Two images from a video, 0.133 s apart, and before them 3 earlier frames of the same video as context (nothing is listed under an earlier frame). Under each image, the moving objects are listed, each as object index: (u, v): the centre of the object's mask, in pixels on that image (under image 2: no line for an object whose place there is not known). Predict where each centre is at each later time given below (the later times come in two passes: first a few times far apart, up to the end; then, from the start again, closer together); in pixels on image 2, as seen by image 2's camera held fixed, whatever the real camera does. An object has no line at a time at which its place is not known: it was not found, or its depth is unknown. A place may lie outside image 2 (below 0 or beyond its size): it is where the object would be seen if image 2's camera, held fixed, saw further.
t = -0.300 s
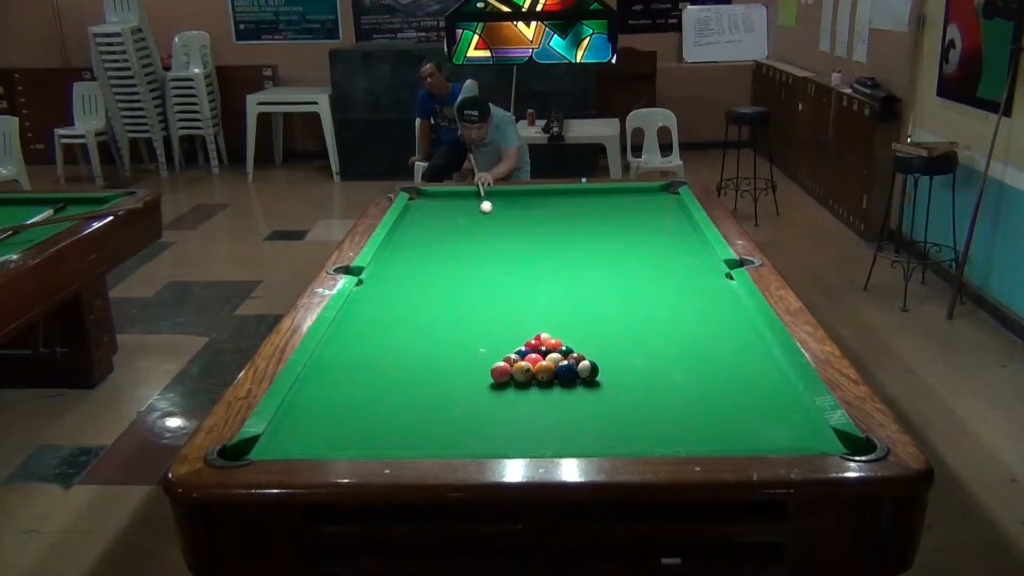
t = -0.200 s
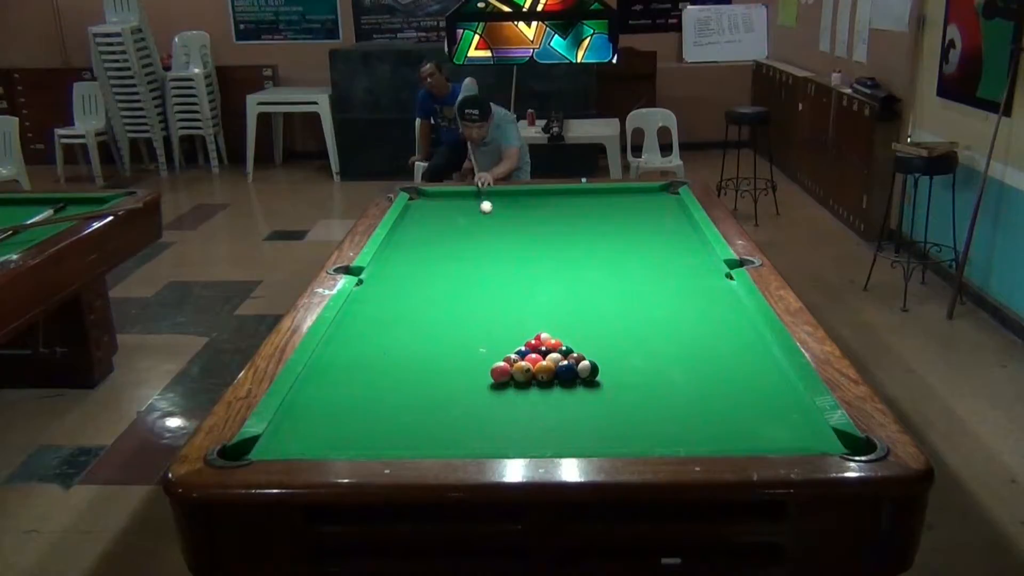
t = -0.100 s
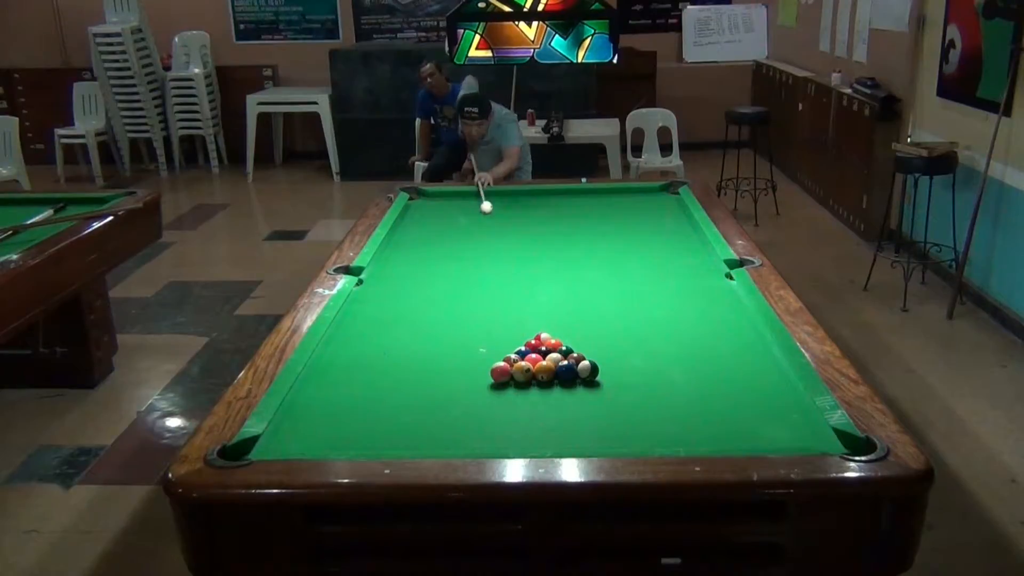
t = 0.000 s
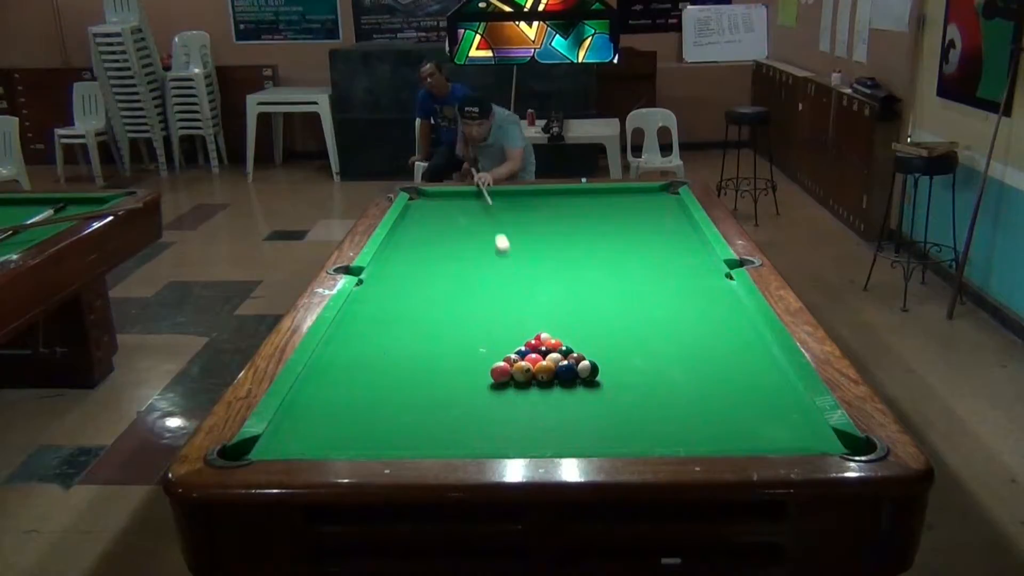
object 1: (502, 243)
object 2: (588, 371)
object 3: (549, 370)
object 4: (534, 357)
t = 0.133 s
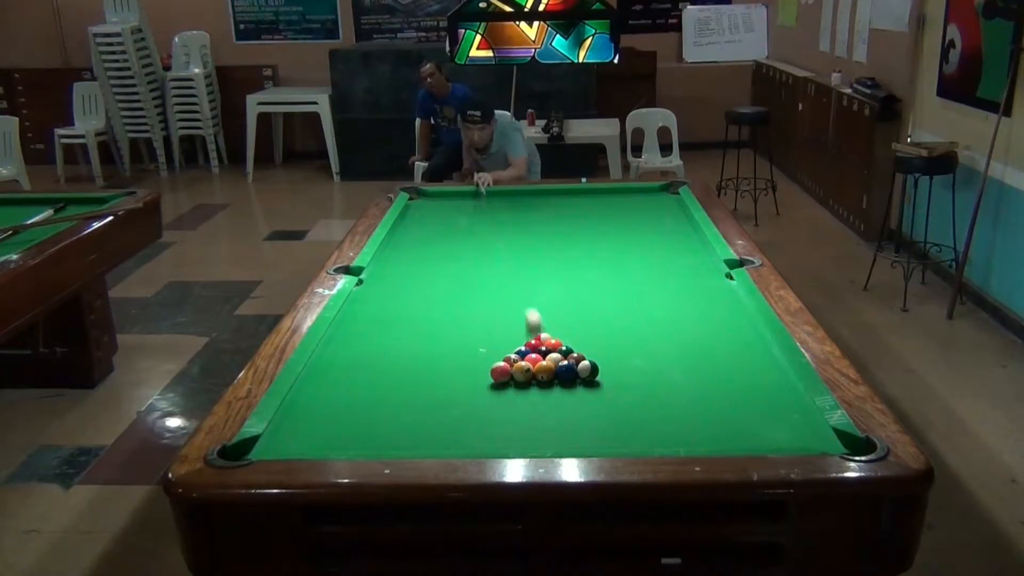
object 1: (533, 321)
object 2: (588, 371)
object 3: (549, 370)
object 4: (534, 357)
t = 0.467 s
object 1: (501, 318)
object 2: (727, 427)
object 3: (558, 440)
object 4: (491, 384)
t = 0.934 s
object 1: (462, 308)
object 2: (772, 366)
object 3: (562, 402)
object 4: (429, 412)
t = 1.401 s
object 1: (429, 299)
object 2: (703, 325)
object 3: (574, 387)
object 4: (365, 440)
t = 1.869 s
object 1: (402, 291)
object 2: (651, 294)
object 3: (584, 383)
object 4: (323, 441)
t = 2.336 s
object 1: (379, 285)
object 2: (610, 270)
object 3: (590, 381)
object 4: (299, 432)
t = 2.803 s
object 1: (368, 279)
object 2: (577, 250)
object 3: (591, 380)
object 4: (282, 425)
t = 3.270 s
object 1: (379, 275)
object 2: (552, 235)
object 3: (590, 380)
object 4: (291, 422)
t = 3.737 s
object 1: (385, 272)
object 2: (529, 222)
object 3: (590, 380)
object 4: (293, 422)
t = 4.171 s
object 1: (388, 271)
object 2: (511, 210)
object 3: (590, 380)
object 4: (292, 421)
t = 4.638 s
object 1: (389, 270)
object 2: (494, 201)
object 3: (590, 380)
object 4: (292, 422)
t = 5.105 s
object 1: (389, 270)
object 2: (481, 194)
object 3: (590, 380)
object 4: (292, 422)
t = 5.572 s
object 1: (389, 270)
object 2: (471, 196)
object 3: (590, 380)
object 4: (292, 422)
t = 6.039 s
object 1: (389, 270)
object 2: (463, 199)
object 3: (590, 380)
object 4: (292, 422)
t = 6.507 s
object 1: (389, 270)
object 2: (457, 201)
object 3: (590, 380)
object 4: (292, 422)
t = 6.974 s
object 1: (389, 270)
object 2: (453, 202)
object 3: (590, 380)
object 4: (292, 422)
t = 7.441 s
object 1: (389, 270)
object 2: (451, 203)
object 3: (590, 380)
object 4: (292, 422)
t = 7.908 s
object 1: (389, 270)
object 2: (452, 203)
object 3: (590, 380)
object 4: (292, 422)
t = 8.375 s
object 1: (389, 270)
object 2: (452, 203)
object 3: (590, 381)
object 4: (292, 422)
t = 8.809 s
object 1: (389, 270)
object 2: (452, 203)
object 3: (590, 380)
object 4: (292, 422)
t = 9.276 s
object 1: (389, 270)
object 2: (451, 203)
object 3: (590, 380)
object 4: (292, 422)
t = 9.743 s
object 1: (389, 270)
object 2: (452, 203)
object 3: (590, 380)
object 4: (292, 422)
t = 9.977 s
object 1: (389, 270)
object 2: (452, 203)
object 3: (590, 380)
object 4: (292, 422)
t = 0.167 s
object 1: (536, 329)
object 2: (596, 375)
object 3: (550, 373)
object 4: (532, 361)
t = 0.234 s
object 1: (527, 326)
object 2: (635, 400)
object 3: (548, 391)
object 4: (522, 368)
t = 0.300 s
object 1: (519, 324)
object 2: (674, 423)
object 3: (551, 406)
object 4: (513, 374)
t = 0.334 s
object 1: (514, 322)
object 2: (694, 436)
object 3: (552, 413)
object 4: (509, 375)
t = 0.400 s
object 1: (507, 320)
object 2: (716, 437)
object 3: (555, 427)
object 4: (500, 380)
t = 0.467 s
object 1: (501, 318)
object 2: (727, 427)
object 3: (558, 440)
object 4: (491, 384)
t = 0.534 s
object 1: (495, 317)
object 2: (737, 417)
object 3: (559, 440)
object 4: (483, 387)
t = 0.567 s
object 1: (492, 316)
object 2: (742, 413)
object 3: (559, 438)
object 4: (478, 389)
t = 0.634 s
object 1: (486, 314)
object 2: (751, 403)
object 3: (560, 431)
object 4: (469, 393)
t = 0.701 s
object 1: (481, 313)
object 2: (760, 394)
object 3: (560, 424)
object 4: (461, 398)
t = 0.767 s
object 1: (475, 311)
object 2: (768, 385)
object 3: (561, 417)
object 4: (452, 402)
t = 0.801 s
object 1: (472, 311)
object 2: (772, 381)
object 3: (561, 414)
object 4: (447, 404)
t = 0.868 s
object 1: (467, 309)
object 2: (780, 373)
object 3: (561, 408)
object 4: (438, 408)
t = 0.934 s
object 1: (462, 308)
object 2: (772, 366)
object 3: (562, 402)
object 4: (429, 412)
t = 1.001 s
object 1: (457, 306)
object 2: (761, 360)
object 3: (562, 396)
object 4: (420, 416)
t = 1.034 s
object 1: (455, 306)
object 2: (755, 356)
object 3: (562, 393)
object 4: (416, 418)
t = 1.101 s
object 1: (450, 304)
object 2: (745, 350)
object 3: (563, 390)
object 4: (406, 422)
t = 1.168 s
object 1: (445, 303)
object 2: (735, 345)
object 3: (566, 390)
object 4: (397, 426)
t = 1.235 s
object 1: (440, 302)
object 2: (725, 339)
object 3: (569, 389)
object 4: (388, 430)
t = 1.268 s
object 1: (438, 301)
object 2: (721, 336)
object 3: (570, 388)
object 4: (383, 432)
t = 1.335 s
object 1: (434, 300)
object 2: (712, 330)
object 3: (572, 388)
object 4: (374, 435)
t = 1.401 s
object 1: (429, 299)
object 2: (703, 325)
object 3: (574, 387)
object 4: (365, 440)
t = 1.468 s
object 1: (425, 298)
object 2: (695, 320)
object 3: (575, 386)
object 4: (356, 442)
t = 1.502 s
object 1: (423, 297)
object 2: (691, 318)
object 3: (576, 386)
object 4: (351, 443)
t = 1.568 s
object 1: (419, 296)
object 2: (682, 314)
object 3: (578, 385)
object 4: (342, 445)
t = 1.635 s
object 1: (415, 295)
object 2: (675, 309)
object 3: (580, 385)
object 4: (338, 444)
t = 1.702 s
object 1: (411, 294)
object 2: (668, 305)
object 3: (581, 384)
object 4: (334, 443)
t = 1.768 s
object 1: (407, 293)
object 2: (661, 300)
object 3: (583, 384)
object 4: (329, 442)
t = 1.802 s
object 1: (405, 292)
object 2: (658, 299)
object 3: (583, 383)
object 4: (327, 442)
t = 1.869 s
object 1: (402, 291)
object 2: (651, 294)
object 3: (584, 383)
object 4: (323, 441)
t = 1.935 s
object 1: (398, 290)
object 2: (645, 291)
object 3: (586, 383)
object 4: (319, 440)
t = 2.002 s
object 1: (395, 289)
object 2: (638, 287)
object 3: (587, 382)
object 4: (316, 439)
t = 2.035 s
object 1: (393, 289)
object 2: (635, 284)
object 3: (587, 382)
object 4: (314, 438)
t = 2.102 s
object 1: (390, 288)
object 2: (629, 282)
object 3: (588, 382)
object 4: (310, 438)
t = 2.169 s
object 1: (387, 287)
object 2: (623, 278)
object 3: (588, 381)
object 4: (307, 436)
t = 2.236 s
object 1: (384, 286)
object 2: (619, 275)
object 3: (589, 381)
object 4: (304, 435)
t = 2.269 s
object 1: (382, 286)
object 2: (616, 273)
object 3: (589, 381)
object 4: (302, 433)
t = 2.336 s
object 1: (379, 285)
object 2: (610, 270)
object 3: (590, 381)
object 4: (299, 432)
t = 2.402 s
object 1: (376, 284)
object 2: (605, 267)
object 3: (590, 381)
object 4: (296, 430)
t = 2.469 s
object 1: (374, 283)
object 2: (600, 264)
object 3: (591, 381)
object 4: (292, 429)
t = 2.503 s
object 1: (372, 283)
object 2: (598, 262)
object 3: (591, 380)
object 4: (291, 429)
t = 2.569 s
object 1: (370, 282)
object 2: (593, 260)
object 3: (591, 380)
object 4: (288, 428)
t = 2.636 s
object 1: (367, 281)
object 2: (588, 256)
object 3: (591, 380)
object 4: (285, 427)
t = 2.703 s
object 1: (367, 280)
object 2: (584, 255)
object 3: (591, 380)
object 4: (283, 426)
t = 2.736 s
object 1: (368, 280)
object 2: (582, 253)
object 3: (591, 380)
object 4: (282, 426)
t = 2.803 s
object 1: (368, 279)
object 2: (577, 250)
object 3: (591, 380)
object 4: (282, 425)
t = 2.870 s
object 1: (371, 279)
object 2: (573, 248)
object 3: (591, 380)
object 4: (283, 424)
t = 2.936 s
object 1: (372, 278)
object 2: (569, 246)
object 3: (590, 380)
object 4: (285, 424)
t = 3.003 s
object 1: (374, 277)
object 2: (566, 243)
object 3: (590, 380)
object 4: (286, 424)
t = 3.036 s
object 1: (374, 277)
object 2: (564, 242)
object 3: (590, 380)
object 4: (287, 423)
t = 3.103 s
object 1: (376, 276)
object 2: (560, 240)
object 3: (590, 380)
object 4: (288, 423)
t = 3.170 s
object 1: (377, 276)
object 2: (556, 238)
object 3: (590, 380)
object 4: (289, 423)
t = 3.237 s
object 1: (378, 275)
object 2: (553, 236)
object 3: (590, 380)
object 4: (290, 422)
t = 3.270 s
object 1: (379, 275)
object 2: (552, 235)
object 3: (590, 380)
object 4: (291, 422)
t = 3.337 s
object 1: (380, 275)
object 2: (548, 232)
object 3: (590, 380)
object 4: (291, 422)
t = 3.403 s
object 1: (381, 274)
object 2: (544, 231)
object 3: (590, 380)
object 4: (292, 422)
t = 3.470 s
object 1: (382, 274)
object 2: (540, 228)
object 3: (590, 380)
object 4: (293, 422)
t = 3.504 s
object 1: (382, 273)
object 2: (539, 227)
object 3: (590, 380)
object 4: (293, 422)
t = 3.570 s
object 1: (383, 273)
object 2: (537, 226)
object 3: (590, 380)
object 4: (293, 421)
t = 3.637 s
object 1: (384, 273)
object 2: (534, 223)
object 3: (590, 380)
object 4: (293, 421)
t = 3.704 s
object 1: (385, 272)
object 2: (530, 222)
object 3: (590, 380)
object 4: (293, 421)
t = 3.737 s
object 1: (385, 272)
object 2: (529, 222)
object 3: (590, 380)
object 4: (293, 422)
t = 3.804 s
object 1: (386, 272)
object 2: (525, 219)
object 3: (590, 380)
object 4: (293, 421)
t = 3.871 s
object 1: (386, 272)
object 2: (523, 218)
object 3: (590, 380)
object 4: (292, 421)
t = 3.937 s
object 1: (387, 271)
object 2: (521, 216)
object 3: (590, 380)
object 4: (292, 422)
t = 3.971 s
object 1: (387, 271)
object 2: (519, 215)
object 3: (590, 380)
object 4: (292, 422)
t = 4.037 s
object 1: (388, 271)
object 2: (516, 213)
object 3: (590, 380)
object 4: (292, 422)
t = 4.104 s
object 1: (388, 271)
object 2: (514, 213)
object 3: (590, 380)
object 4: (292, 421)
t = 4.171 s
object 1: (388, 271)
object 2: (511, 210)
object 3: (590, 380)
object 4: (292, 421)
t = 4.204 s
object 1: (388, 271)
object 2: (509, 210)
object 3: (590, 380)
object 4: (292, 422)
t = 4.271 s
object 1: (389, 271)
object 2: (508, 209)
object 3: (590, 380)
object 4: (292, 421)
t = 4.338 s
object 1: (389, 270)
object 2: (506, 207)
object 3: (590, 380)
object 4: (292, 422)
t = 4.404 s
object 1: (389, 270)
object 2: (503, 206)
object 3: (590, 380)
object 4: (292, 422)
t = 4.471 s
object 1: (389, 270)
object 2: (500, 205)
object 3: (590, 380)
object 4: (292, 421)
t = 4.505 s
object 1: (389, 270)
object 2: (499, 205)
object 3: (590, 380)
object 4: (292, 422)
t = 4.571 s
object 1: (389, 270)
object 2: (497, 202)
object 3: (590, 380)
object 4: (292, 421)
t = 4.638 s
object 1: (389, 270)
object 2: (494, 201)
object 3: (590, 380)
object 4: (292, 422)
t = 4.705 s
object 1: (389, 270)
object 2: (493, 201)
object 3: (590, 380)
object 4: (292, 422)
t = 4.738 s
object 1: (389, 270)
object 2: (492, 200)
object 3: (590, 380)
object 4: (292, 422)
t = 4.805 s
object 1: (389, 270)
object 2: (490, 198)
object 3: (590, 380)
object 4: (292, 421)
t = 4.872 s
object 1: (389, 270)
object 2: (488, 198)
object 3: (590, 380)
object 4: (292, 421)
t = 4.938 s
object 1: (389, 270)
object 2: (485, 198)
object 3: (590, 380)
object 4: (292, 422)
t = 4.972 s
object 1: (389, 270)
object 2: (484, 196)
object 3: (590, 380)
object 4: (292, 421)
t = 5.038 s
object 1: (389, 270)
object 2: (482, 194)
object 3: (590, 380)
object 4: (292, 422)
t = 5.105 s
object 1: (389, 270)
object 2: (481, 194)
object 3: (590, 380)
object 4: (292, 422)
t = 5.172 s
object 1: (389, 270)
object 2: (480, 194)
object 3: (590, 380)
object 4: (292, 422)
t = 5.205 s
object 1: (389, 270)
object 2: (479, 194)
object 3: (590, 380)
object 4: (292, 421)
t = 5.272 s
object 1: (389, 270)
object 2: (477, 194)
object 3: (590, 380)
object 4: (293, 422)
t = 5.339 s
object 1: (389, 270)
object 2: (476, 195)
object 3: (590, 380)
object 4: (292, 422)
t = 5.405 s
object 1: (389, 271)
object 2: (475, 195)
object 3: (590, 380)
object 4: (292, 422)
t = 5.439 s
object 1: (389, 271)
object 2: (474, 195)
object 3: (590, 380)
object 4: (293, 422)
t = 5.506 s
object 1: (389, 271)
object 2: (472, 196)
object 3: (590, 380)
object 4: (292, 422)
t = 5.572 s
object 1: (389, 270)
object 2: (471, 196)
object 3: (590, 380)
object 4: (292, 422)
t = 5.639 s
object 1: (389, 270)
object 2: (470, 197)
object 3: (590, 380)
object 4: (292, 422)
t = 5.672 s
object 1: (389, 270)
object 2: (469, 197)
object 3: (590, 380)
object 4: (292, 422)
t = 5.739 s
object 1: (389, 270)
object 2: (468, 197)
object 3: (590, 380)
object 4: (292, 422)
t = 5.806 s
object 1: (389, 270)
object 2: (467, 198)
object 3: (590, 380)
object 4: (292, 422)
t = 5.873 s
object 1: (389, 270)
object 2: (466, 198)
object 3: (590, 380)
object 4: (292, 422)
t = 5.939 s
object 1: (389, 270)
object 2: (465, 199)
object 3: (590, 380)
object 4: (292, 422)
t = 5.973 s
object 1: (389, 270)
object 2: (464, 199)
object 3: (590, 380)
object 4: (292, 422)
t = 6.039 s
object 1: (389, 270)
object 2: (463, 199)
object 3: (590, 380)
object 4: (292, 422)
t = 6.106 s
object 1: (389, 270)
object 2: (462, 199)
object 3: (590, 380)
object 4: (292, 422)
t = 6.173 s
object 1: (389, 270)
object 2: (461, 200)
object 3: (590, 381)
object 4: (292, 422)
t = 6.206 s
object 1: (389, 270)
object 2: (461, 200)
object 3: (590, 381)
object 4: (292, 422)
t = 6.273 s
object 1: (389, 270)
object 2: (460, 200)
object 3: (590, 381)
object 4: (292, 422)
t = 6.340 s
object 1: (389, 270)
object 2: (459, 200)
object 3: (590, 380)
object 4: (292, 422)
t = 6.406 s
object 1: (389, 270)
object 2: (458, 200)
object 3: (590, 380)
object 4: (292, 422)
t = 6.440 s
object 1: (389, 270)
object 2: (458, 200)
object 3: (590, 380)
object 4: (292, 422)
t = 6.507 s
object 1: (389, 270)
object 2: (457, 201)
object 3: (590, 380)
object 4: (292, 422)
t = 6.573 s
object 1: (389, 270)
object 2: (456, 201)
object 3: (590, 380)
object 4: (292, 422)
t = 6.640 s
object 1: (389, 270)
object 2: (455, 201)
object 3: (590, 380)
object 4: (292, 422)
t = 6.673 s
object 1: (389, 270)
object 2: (455, 201)
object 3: (590, 380)
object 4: (292, 422)
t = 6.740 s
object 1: (389, 270)
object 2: (455, 202)
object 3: (590, 380)
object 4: (292, 422)
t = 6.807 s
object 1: (389, 270)
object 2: (454, 202)
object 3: (590, 380)
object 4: (292, 422)
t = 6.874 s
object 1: (389, 270)
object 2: (453, 202)
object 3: (590, 380)
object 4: (292, 422)
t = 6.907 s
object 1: (389, 270)
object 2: (453, 202)
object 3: (590, 380)
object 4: (292, 422)
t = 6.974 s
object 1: (389, 270)
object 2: (453, 202)
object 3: (590, 380)
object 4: (292, 422)
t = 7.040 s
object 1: (389, 270)
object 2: (453, 202)
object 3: (590, 380)
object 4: (292, 422)
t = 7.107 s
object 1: (389, 270)
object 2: (452, 202)
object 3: (590, 380)
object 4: (292, 422)
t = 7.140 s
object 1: (389, 270)
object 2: (452, 203)
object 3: (590, 380)
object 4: (292, 422)
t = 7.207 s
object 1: (389, 270)
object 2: (452, 203)
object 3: (590, 380)
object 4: (292, 422)
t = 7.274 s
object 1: (389, 270)
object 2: (452, 203)
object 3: (590, 380)
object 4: (292, 422)
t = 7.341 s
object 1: (389, 270)
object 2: (451, 203)
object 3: (590, 380)
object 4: (292, 422)
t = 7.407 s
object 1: (389, 270)
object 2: (451, 203)
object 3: (590, 380)
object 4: (292, 422)
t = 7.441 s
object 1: (389, 270)
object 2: (451, 203)
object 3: (590, 380)
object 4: (292, 422)
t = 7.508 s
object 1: (389, 270)
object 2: (451, 203)
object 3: (590, 380)
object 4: (292, 422)
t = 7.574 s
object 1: (389, 270)
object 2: (451, 203)
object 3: (590, 380)
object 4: (292, 422)
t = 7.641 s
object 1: (389, 270)
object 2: (451, 203)
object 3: (590, 380)
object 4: (292, 422)
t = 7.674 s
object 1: (389, 270)
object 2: (451, 203)
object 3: (590, 380)
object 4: (292, 422)
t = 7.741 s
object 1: (389, 270)
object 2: (452, 203)
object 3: (590, 380)
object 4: (292, 422)
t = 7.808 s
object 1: (389, 270)
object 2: (452, 203)
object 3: (590, 380)
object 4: (292, 422)
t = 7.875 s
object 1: (389, 270)
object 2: (452, 203)
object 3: (590, 380)
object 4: (292, 422)
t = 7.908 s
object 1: (389, 270)
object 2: (452, 203)
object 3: (590, 380)
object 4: (292, 422)
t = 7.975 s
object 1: (389, 270)
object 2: (452, 203)
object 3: (590, 380)
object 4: (292, 422)
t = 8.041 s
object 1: (389, 270)
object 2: (452, 203)
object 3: (590, 380)
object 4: (292, 422)
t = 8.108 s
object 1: (389, 270)
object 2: (452, 203)
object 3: (590, 380)
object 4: (292, 422)
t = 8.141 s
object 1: (389, 270)
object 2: (452, 203)
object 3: (590, 380)
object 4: (292, 422)
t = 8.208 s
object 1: (389, 270)
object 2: (452, 203)
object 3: (590, 380)
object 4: (292, 422)
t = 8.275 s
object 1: (389, 270)
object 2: (452, 203)
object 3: (590, 381)
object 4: (292, 422)
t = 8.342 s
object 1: (389, 270)
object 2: (452, 203)
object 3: (590, 381)
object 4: (292, 422)
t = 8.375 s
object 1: (389, 270)
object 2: (452, 203)
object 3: (590, 381)
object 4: (292, 422)
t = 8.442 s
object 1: (389, 270)
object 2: (452, 203)
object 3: (590, 381)
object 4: (292, 422)
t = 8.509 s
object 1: (389, 270)
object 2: (452, 203)
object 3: (590, 380)
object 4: (292, 422)
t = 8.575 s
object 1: (389, 270)
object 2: (452, 203)
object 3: (590, 380)
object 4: (292, 422)
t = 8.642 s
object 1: (389, 270)
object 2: (452, 203)
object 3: (590, 380)
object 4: (292, 422)
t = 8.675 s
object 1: (389, 270)
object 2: (452, 203)
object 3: (590, 380)
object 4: (292, 422)
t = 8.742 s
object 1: (389, 270)
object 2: (452, 203)
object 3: (590, 380)
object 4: (292, 422)
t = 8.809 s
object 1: (389, 270)
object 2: (452, 203)
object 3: (590, 380)
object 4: (292, 422)
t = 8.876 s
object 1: (389, 270)
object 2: (452, 203)
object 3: (590, 380)
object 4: (292, 422)
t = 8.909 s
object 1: (389, 270)
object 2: (452, 203)
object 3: (590, 380)
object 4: (292, 422)
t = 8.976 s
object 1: (389, 270)
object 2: (452, 203)
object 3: (590, 380)
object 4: (292, 422)
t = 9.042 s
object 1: (389, 270)
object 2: (452, 203)
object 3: (590, 380)
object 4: (292, 422)
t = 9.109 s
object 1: (389, 270)
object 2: (452, 203)
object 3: (590, 380)
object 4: (292, 422)
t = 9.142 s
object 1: (389, 270)
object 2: (451, 203)
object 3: (590, 380)
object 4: (292, 422)
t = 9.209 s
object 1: (389, 270)
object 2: (451, 203)
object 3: (590, 380)
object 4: (292, 422)
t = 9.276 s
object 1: (389, 270)
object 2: (451, 203)
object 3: (590, 380)
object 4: (292, 422)
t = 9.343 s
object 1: (389, 270)
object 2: (452, 203)
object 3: (590, 380)
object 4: (292, 422)
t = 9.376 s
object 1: (389, 270)
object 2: (452, 203)
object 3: (590, 380)
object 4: (292, 422)
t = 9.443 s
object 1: (389, 270)
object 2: (452, 203)
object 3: (590, 380)
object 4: (292, 422)
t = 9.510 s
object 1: (389, 270)
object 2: (452, 203)
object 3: (590, 380)
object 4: (292, 422)
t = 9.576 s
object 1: (389, 270)
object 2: (452, 203)
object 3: (590, 381)
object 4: (292, 422)
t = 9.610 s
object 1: (389, 270)
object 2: (452, 203)
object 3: (590, 380)
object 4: (292, 422)
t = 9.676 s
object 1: (389, 270)
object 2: (452, 203)
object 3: (590, 380)
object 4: (292, 422)
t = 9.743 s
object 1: (389, 270)
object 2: (452, 203)
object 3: (590, 380)
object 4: (292, 422)
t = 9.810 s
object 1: (389, 270)
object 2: (451, 203)
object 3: (590, 380)
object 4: (292, 422)
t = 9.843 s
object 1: (389, 270)
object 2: (451, 203)
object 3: (590, 380)
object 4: (292, 422)
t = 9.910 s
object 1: (389, 270)
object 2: (452, 203)
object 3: (590, 380)
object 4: (292, 422)
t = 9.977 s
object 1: (389, 270)
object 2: (452, 203)
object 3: (590, 380)
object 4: (292, 422)
